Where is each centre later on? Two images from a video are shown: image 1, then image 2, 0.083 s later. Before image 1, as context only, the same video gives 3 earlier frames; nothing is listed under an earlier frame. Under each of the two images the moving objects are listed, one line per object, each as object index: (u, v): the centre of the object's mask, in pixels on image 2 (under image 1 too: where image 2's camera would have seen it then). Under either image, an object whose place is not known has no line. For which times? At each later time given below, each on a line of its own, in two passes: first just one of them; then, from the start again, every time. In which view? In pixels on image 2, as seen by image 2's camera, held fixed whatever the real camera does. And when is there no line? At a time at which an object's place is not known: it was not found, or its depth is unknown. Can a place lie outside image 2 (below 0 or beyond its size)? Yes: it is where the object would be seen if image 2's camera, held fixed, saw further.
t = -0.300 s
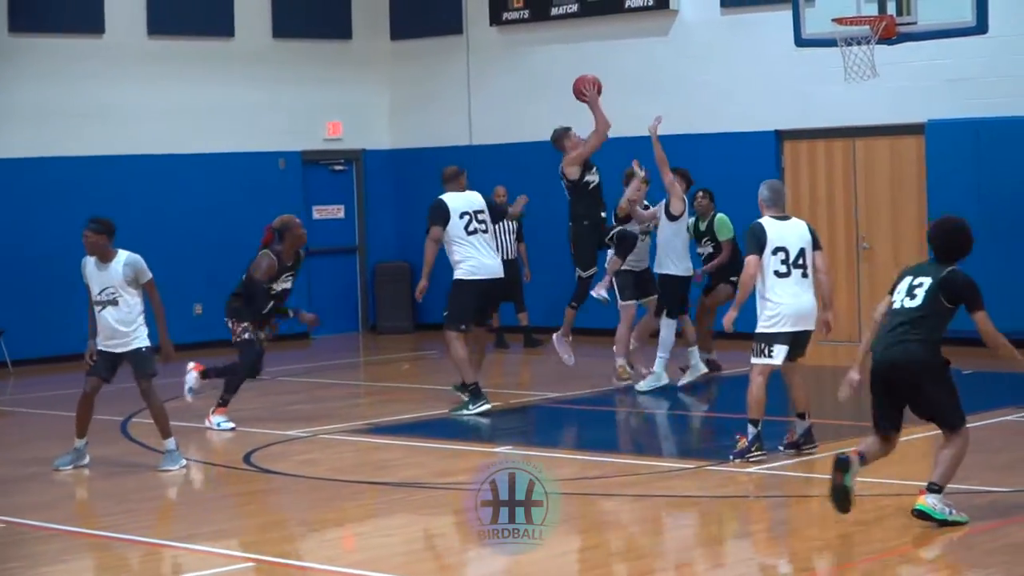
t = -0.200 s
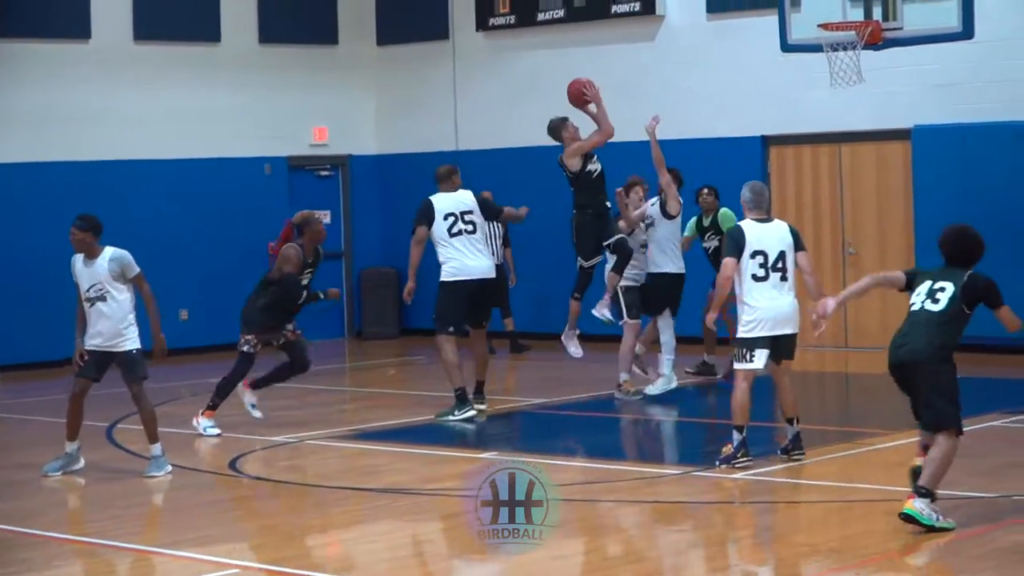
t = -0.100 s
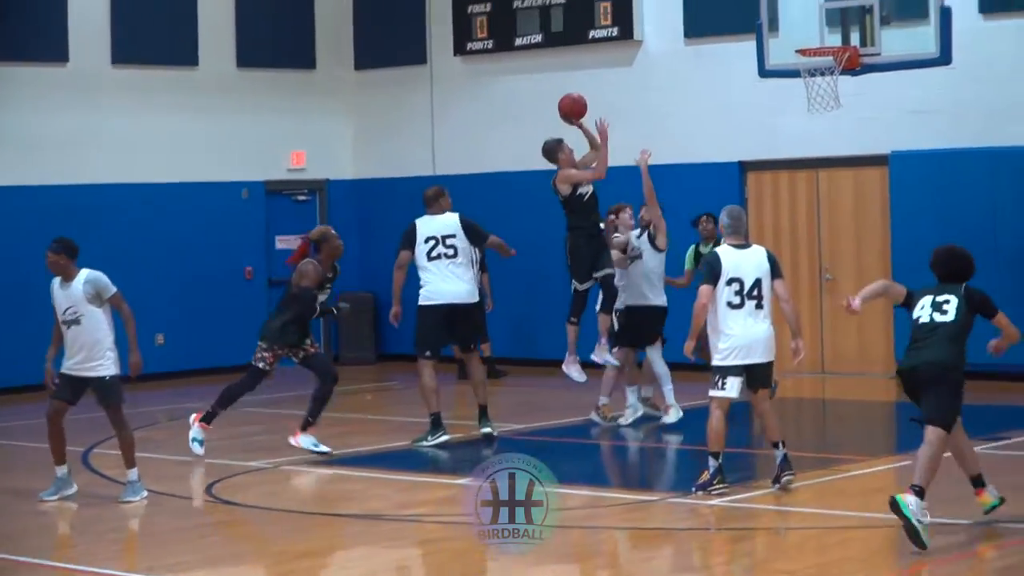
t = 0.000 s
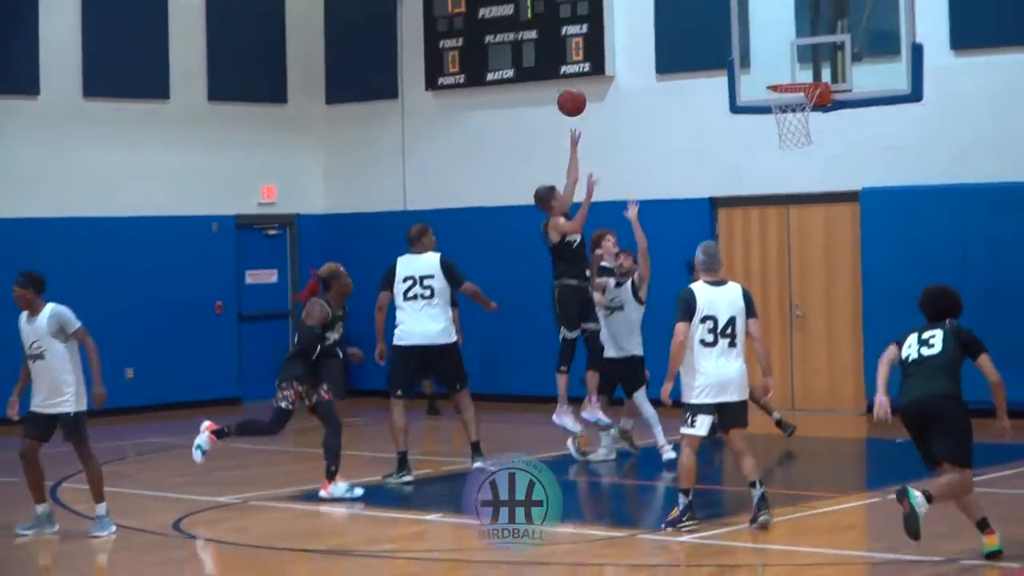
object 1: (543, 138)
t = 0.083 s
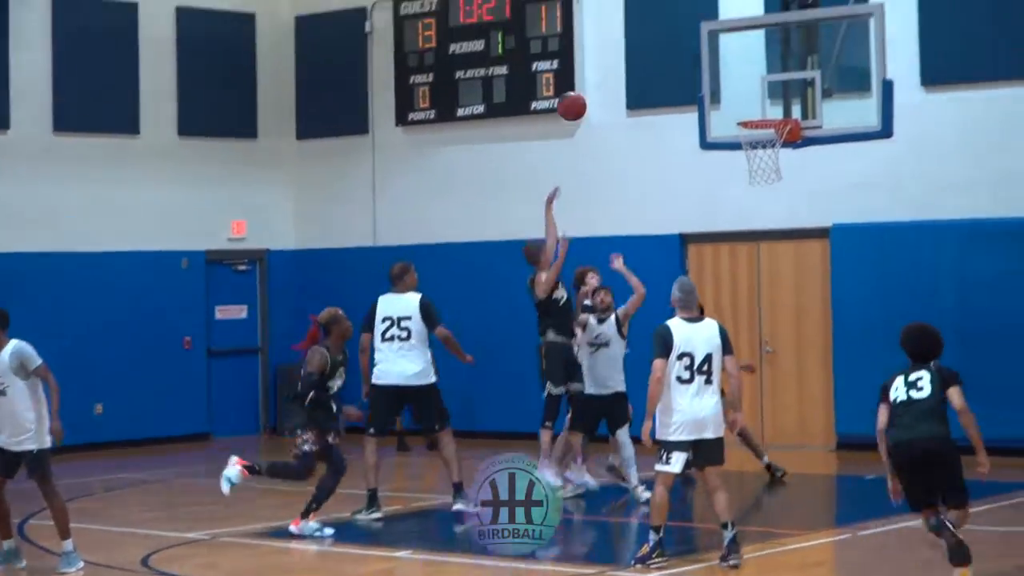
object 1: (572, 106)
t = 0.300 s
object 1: (645, 63)
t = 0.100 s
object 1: (577, 101)
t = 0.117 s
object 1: (583, 96)
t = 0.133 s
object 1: (588, 92)
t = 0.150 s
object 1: (593, 87)
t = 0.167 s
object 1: (599, 83)
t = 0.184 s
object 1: (605, 80)
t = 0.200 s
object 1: (610, 76)
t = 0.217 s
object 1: (616, 74)
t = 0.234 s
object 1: (621, 71)
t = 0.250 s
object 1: (627, 68)
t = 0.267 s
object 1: (633, 66)
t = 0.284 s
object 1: (639, 64)
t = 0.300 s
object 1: (645, 63)
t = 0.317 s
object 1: (650, 62)
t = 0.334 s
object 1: (656, 62)
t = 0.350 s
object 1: (662, 62)
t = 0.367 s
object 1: (669, 62)
